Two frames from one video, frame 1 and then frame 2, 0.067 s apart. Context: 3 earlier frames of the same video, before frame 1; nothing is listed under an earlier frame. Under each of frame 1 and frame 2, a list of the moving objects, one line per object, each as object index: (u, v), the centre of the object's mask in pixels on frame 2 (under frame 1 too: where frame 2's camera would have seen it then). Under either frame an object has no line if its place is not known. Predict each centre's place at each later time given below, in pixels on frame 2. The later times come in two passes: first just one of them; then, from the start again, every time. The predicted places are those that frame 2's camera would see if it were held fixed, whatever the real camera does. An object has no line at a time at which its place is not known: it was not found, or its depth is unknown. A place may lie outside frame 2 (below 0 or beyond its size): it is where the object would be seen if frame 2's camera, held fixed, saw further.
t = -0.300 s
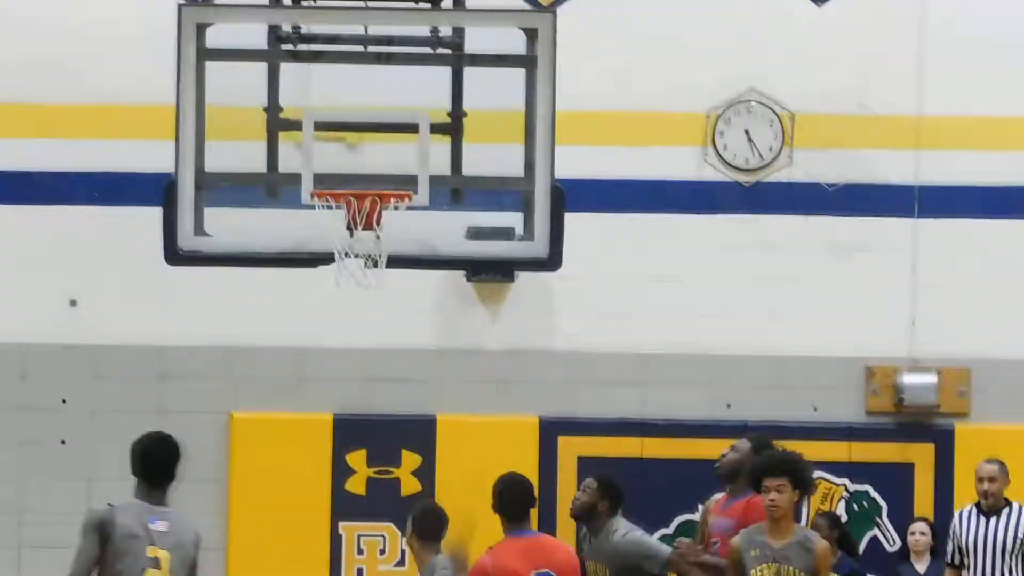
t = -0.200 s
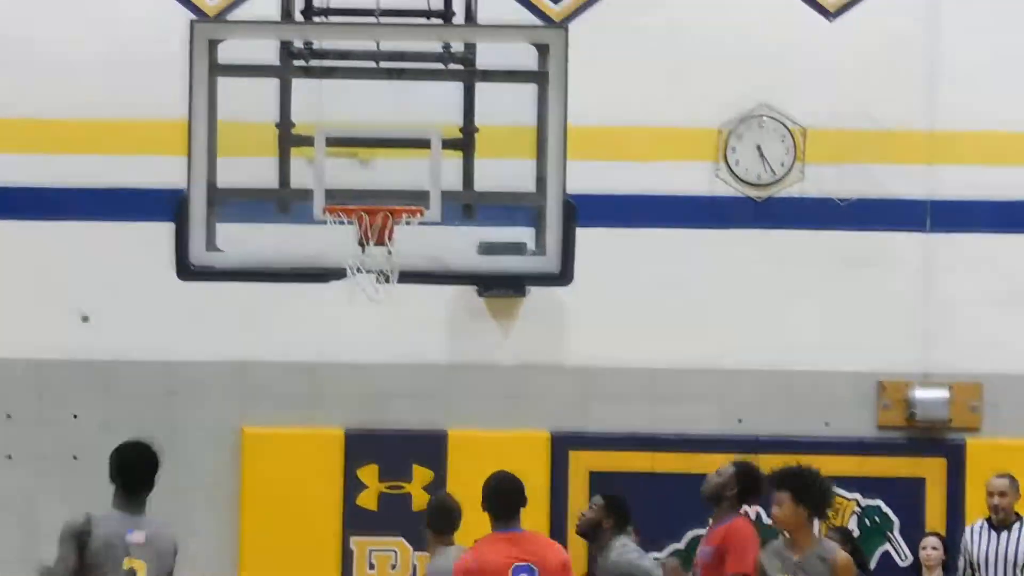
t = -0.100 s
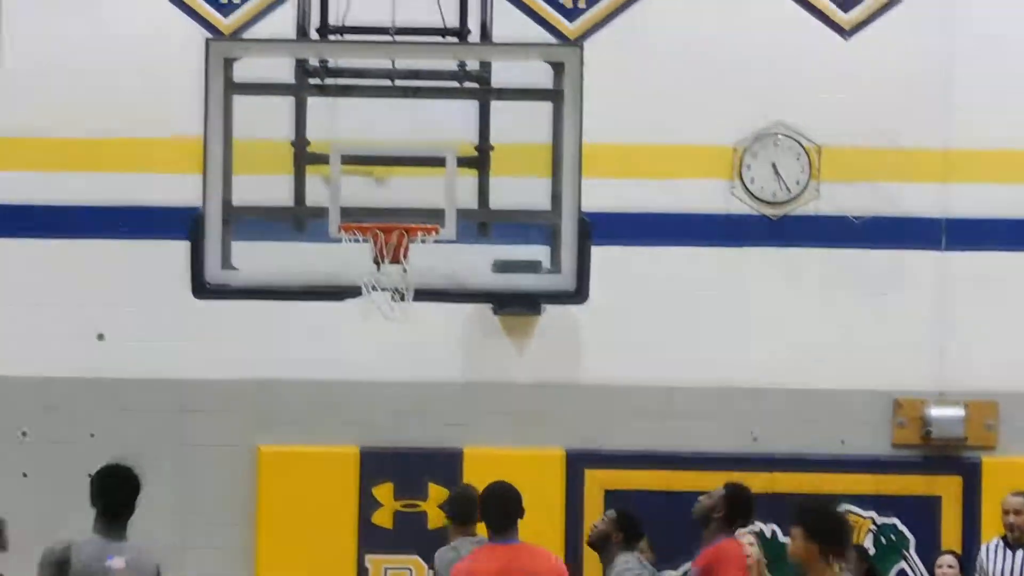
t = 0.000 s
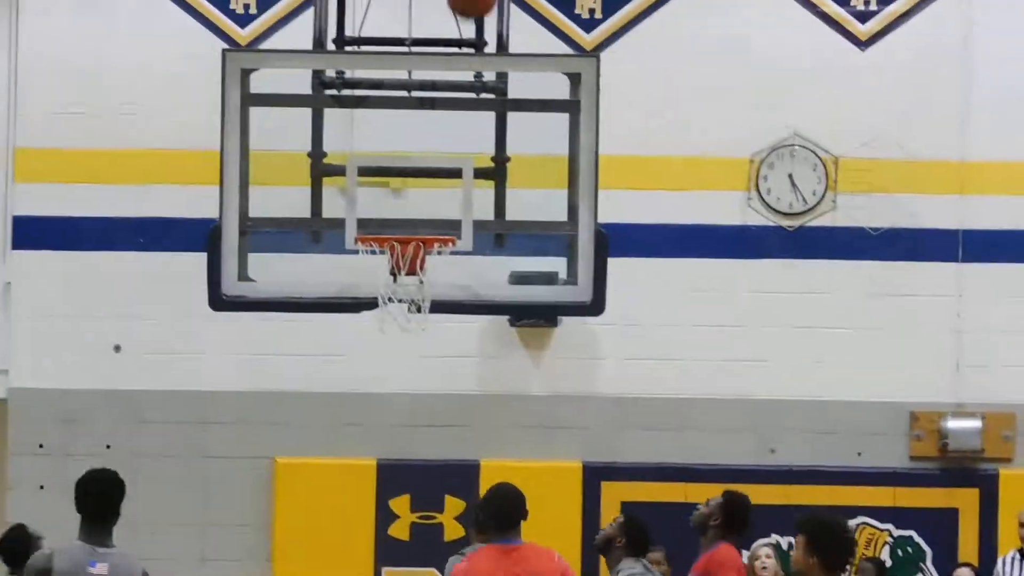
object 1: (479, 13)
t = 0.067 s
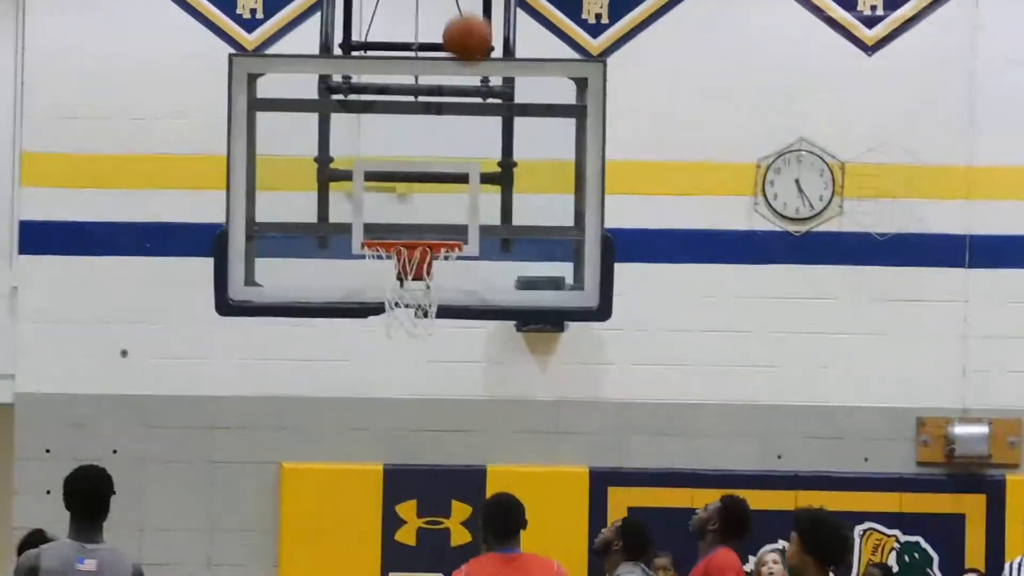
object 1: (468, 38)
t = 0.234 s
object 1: (440, 161)
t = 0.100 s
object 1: (460, 61)
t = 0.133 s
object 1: (455, 85)
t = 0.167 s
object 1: (450, 110)
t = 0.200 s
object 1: (445, 137)
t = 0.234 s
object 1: (440, 161)
